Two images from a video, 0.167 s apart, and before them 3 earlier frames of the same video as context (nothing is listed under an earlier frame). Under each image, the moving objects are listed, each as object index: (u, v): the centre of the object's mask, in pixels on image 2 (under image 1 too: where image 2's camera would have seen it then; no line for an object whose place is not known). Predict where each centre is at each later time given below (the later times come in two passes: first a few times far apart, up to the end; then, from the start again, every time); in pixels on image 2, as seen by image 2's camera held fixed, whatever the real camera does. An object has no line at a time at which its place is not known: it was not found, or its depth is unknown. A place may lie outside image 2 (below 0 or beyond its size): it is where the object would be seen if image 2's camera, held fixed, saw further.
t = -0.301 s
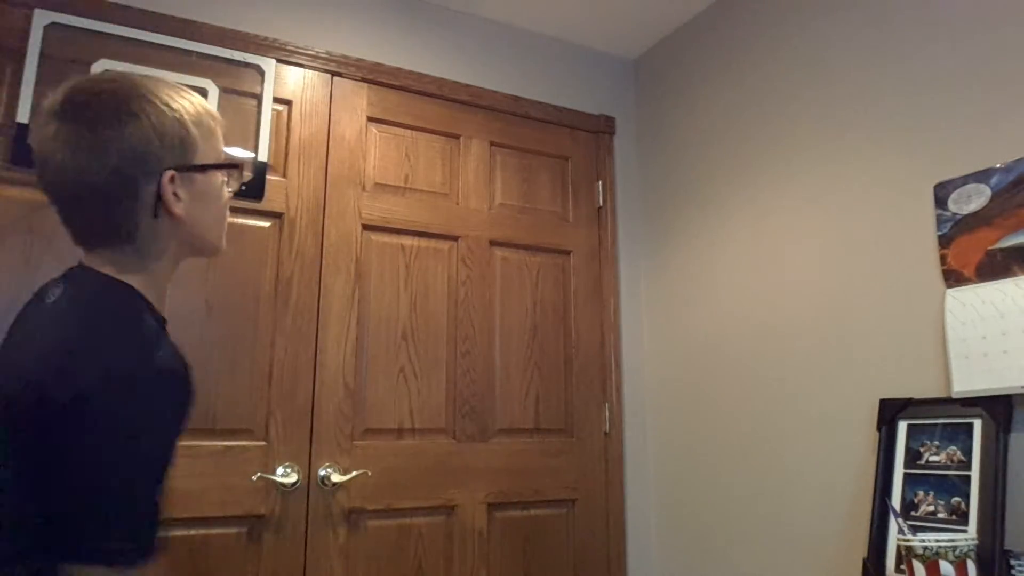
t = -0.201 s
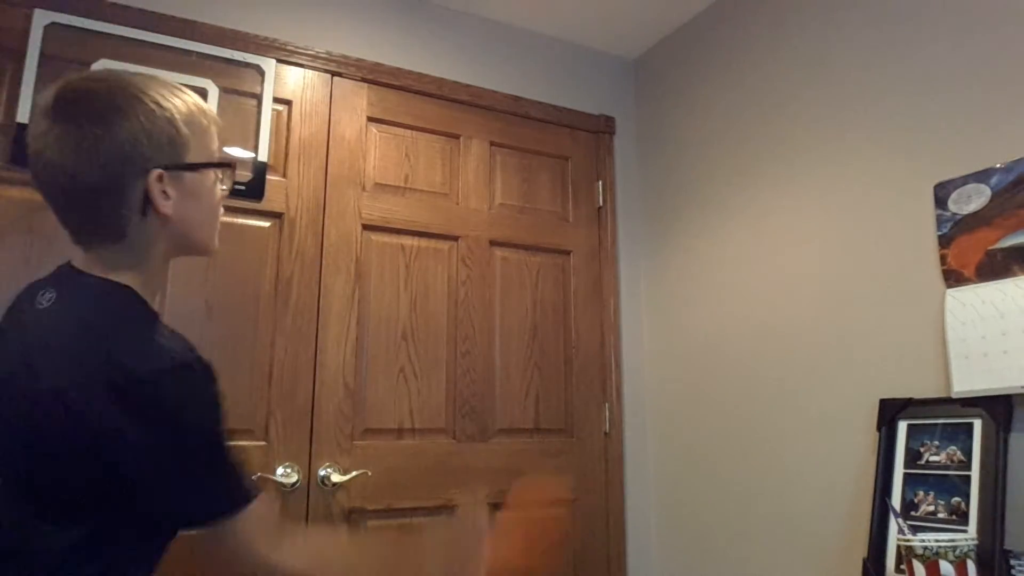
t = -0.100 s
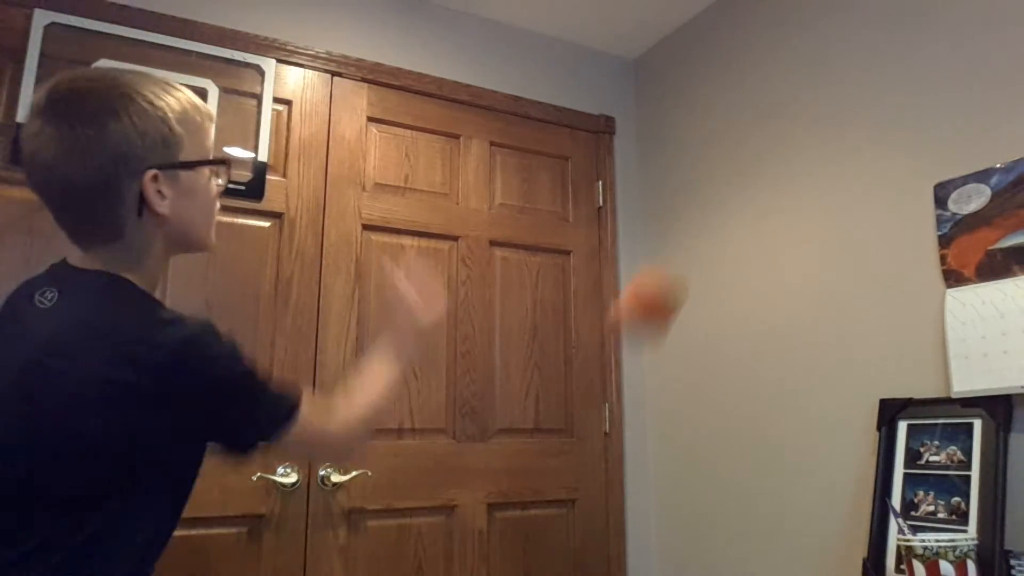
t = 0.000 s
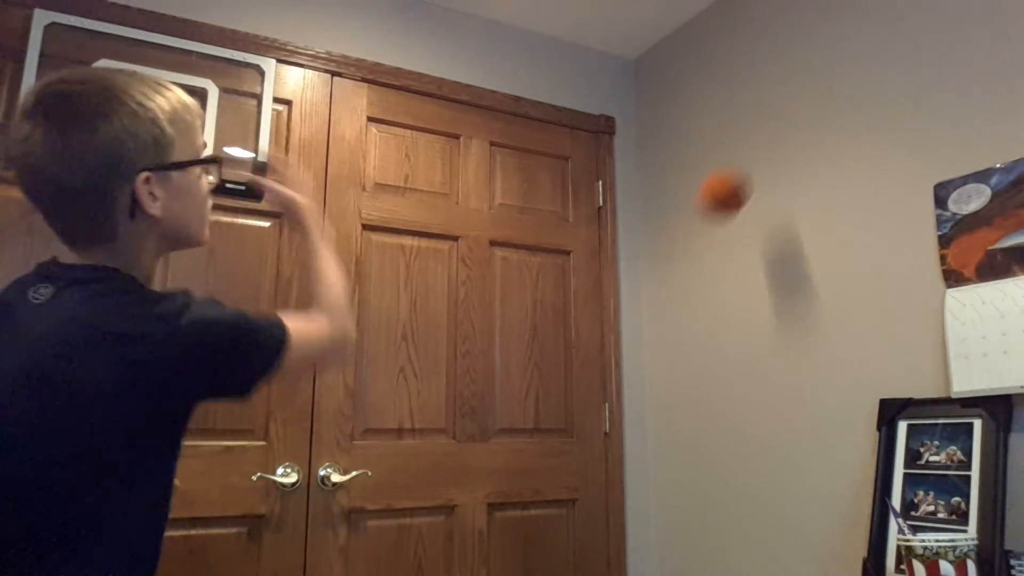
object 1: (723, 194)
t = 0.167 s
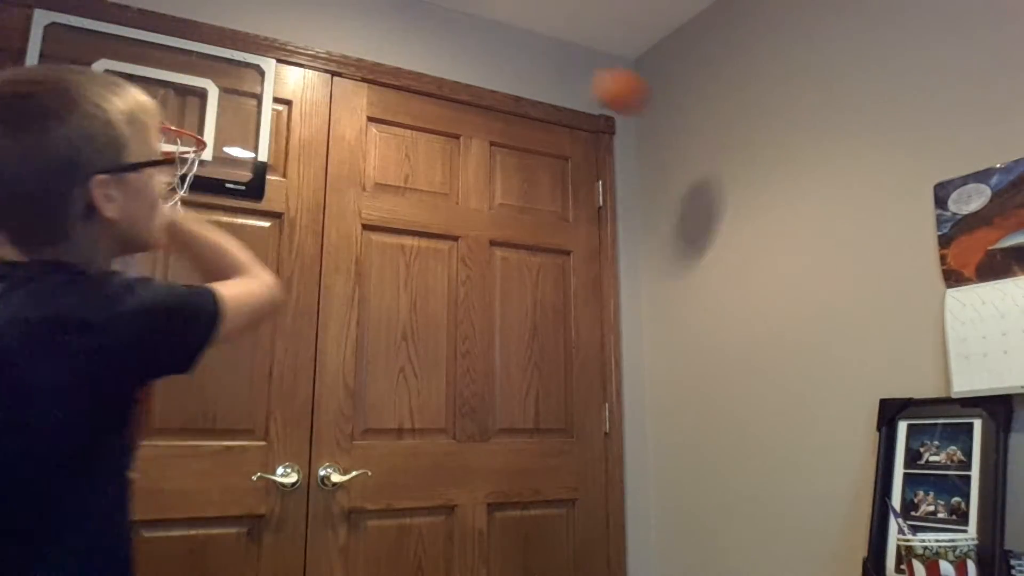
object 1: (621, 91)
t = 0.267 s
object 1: (509, 57)
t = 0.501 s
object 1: (231, 117)
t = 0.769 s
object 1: (198, 72)
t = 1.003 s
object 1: (193, 101)
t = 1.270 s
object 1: (168, 284)
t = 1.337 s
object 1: (151, 436)
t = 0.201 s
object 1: (582, 76)
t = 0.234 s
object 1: (546, 65)
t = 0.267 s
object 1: (509, 57)
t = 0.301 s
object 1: (473, 53)
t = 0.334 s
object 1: (437, 51)
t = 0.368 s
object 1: (397, 55)
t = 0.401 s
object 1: (359, 61)
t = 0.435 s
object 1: (321, 73)
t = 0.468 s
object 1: (274, 91)
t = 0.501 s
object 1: (231, 117)
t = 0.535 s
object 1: (193, 124)
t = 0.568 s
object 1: (189, 114)
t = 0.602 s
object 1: (191, 99)
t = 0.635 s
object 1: (194, 86)
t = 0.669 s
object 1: (196, 77)
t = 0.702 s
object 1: (196, 72)
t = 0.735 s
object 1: (197, 71)
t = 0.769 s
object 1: (198, 72)
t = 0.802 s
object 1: (198, 78)
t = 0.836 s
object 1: (198, 87)
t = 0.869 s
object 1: (197, 104)
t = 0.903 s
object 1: (195, 110)
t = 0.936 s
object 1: (194, 109)
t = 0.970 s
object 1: (193, 103)
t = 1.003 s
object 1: (193, 101)
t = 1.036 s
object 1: (193, 102)
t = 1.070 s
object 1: (191, 108)
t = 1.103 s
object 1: (188, 118)
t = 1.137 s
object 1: (187, 136)
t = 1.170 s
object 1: (183, 161)
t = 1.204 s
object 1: (180, 194)
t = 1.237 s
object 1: (174, 236)
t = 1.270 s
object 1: (168, 284)
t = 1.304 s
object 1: (161, 355)
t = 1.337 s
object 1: (151, 436)
